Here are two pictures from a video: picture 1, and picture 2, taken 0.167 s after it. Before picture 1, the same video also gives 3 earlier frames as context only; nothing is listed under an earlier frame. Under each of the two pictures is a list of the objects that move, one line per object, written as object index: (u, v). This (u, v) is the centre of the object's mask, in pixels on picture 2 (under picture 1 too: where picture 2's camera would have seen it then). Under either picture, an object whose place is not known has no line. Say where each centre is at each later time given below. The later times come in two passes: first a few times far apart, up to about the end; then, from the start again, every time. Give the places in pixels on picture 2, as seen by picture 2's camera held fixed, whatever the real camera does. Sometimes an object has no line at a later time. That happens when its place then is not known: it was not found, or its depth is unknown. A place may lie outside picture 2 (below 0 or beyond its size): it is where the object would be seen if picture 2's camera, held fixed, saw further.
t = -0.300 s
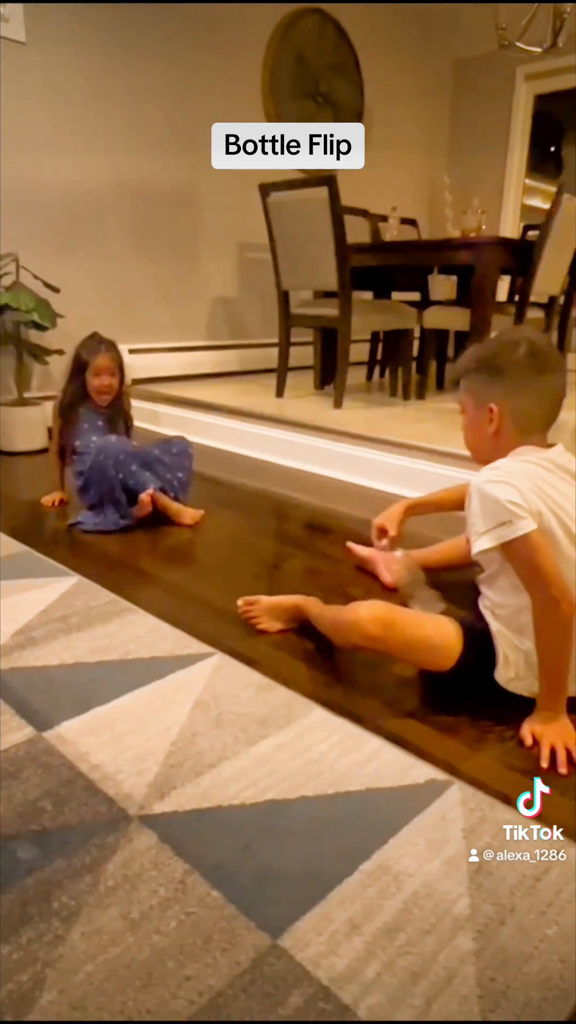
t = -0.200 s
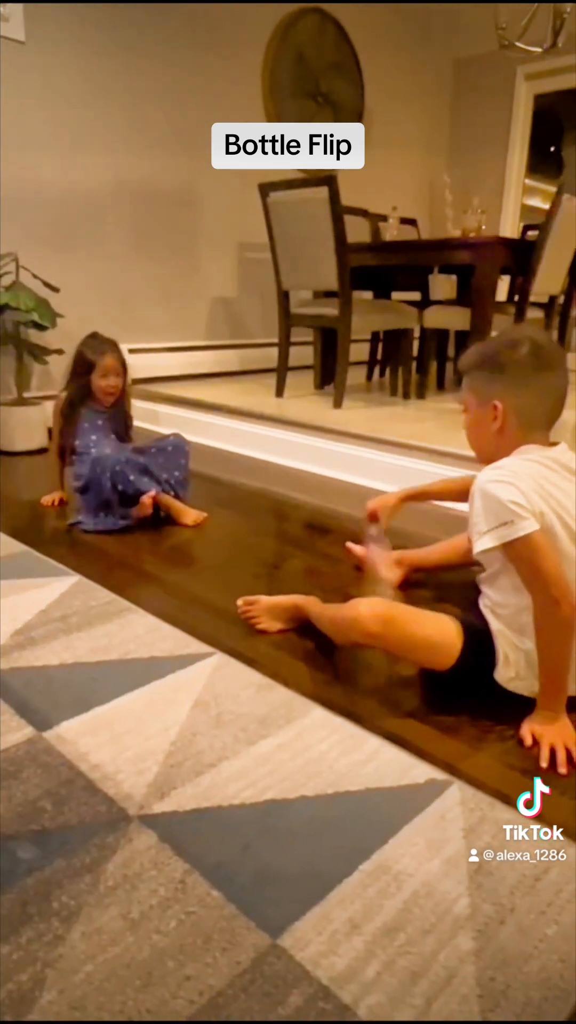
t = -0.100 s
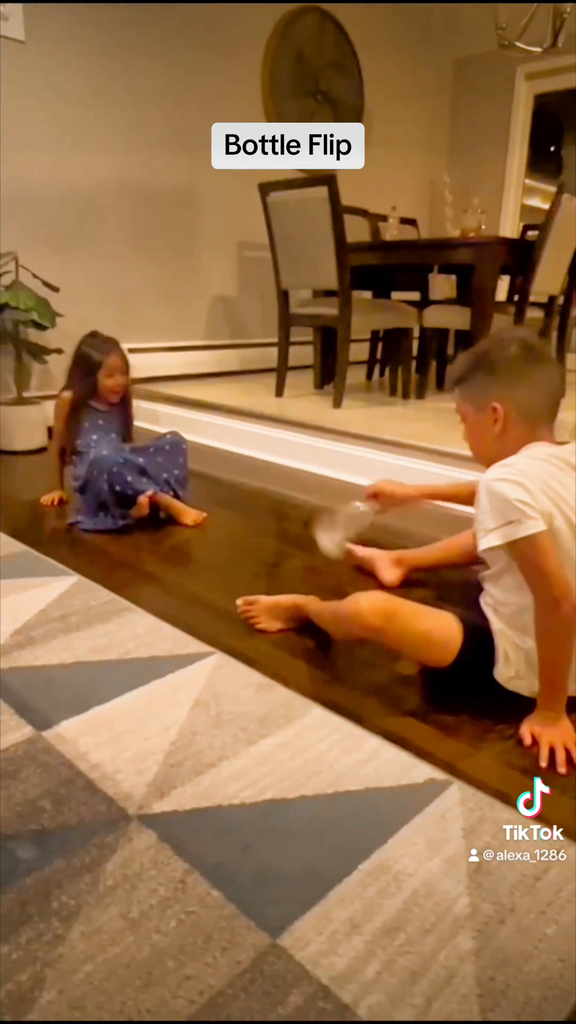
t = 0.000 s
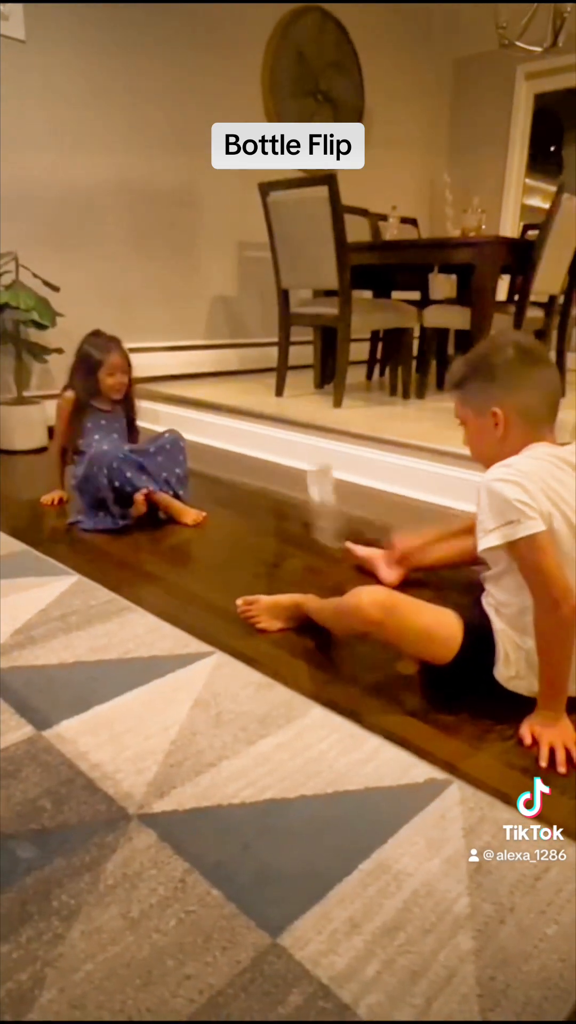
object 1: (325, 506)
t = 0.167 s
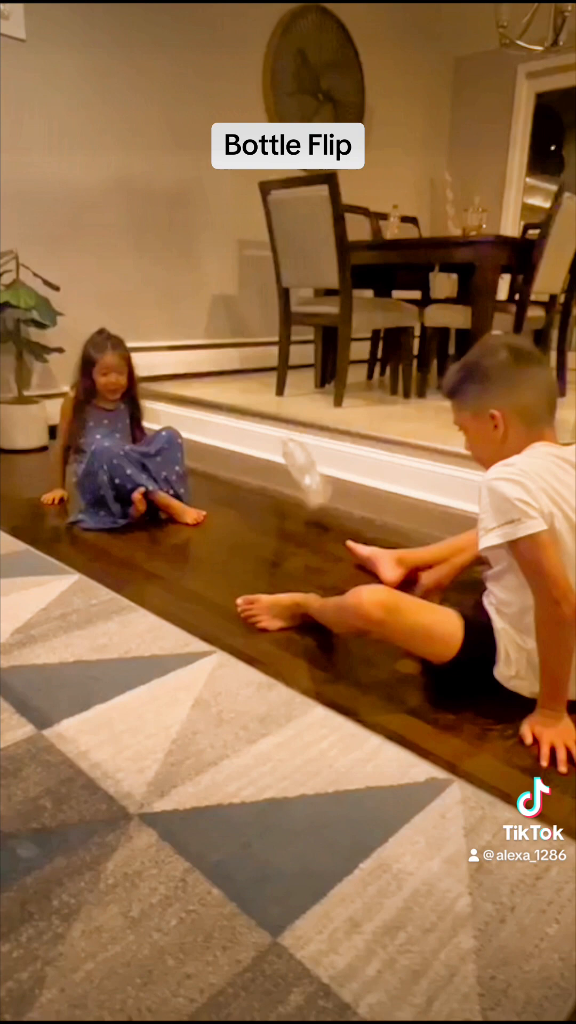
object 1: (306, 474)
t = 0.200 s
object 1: (305, 485)
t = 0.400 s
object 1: (312, 556)
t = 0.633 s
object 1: (316, 569)
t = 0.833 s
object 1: (318, 568)
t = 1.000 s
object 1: (318, 568)
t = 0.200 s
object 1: (305, 485)
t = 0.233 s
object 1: (305, 504)
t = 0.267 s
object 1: (303, 521)
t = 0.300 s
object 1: (303, 540)
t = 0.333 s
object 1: (305, 546)
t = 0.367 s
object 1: (309, 550)
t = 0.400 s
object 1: (312, 556)
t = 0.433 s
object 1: (314, 565)
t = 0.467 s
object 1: (314, 569)
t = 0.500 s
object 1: (315, 569)
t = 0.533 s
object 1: (315, 569)
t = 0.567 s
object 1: (316, 569)
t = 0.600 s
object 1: (315, 569)
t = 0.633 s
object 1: (316, 569)
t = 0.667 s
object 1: (317, 569)
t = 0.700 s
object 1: (317, 569)
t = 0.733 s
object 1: (317, 569)
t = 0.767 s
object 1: (318, 569)
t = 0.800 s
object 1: (318, 568)
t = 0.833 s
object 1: (318, 568)
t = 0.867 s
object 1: (318, 568)
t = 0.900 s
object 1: (318, 568)
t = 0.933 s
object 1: (318, 568)
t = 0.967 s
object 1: (318, 568)
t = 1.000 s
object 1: (318, 568)
